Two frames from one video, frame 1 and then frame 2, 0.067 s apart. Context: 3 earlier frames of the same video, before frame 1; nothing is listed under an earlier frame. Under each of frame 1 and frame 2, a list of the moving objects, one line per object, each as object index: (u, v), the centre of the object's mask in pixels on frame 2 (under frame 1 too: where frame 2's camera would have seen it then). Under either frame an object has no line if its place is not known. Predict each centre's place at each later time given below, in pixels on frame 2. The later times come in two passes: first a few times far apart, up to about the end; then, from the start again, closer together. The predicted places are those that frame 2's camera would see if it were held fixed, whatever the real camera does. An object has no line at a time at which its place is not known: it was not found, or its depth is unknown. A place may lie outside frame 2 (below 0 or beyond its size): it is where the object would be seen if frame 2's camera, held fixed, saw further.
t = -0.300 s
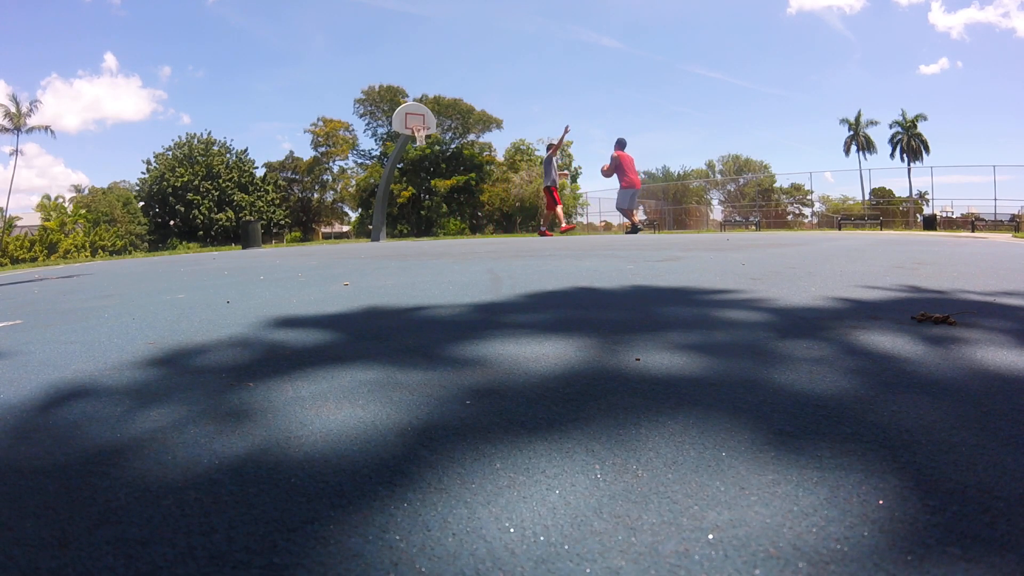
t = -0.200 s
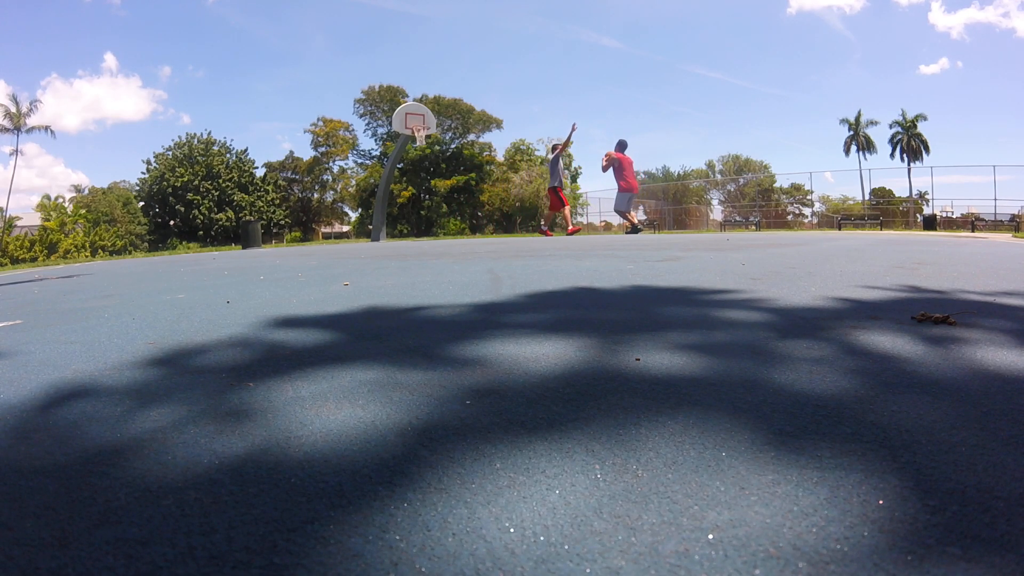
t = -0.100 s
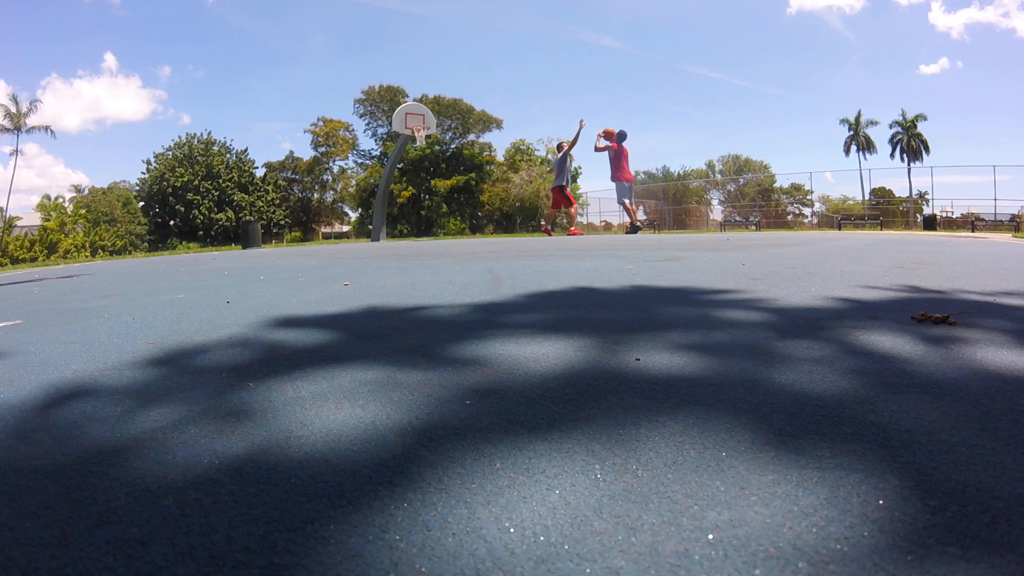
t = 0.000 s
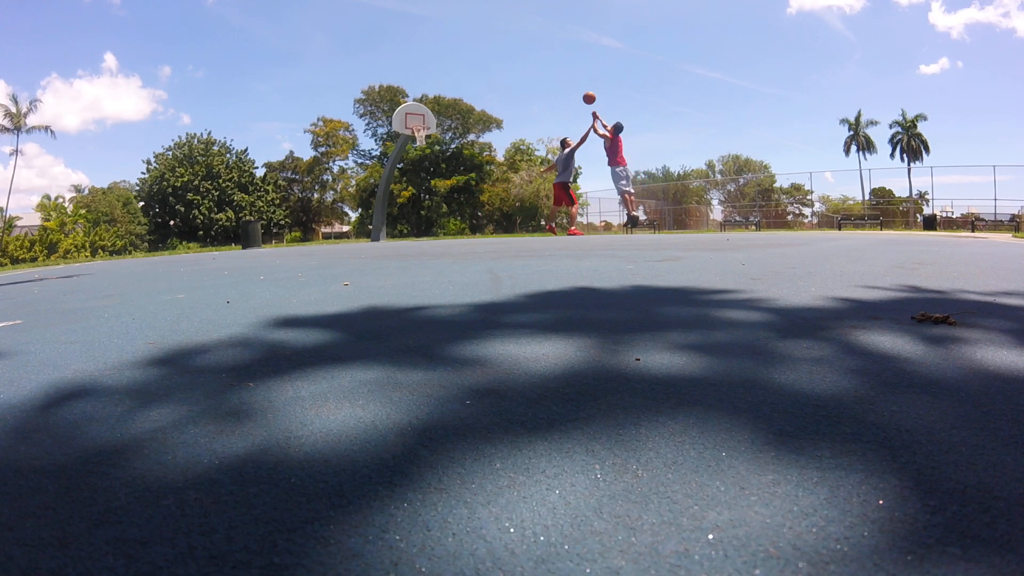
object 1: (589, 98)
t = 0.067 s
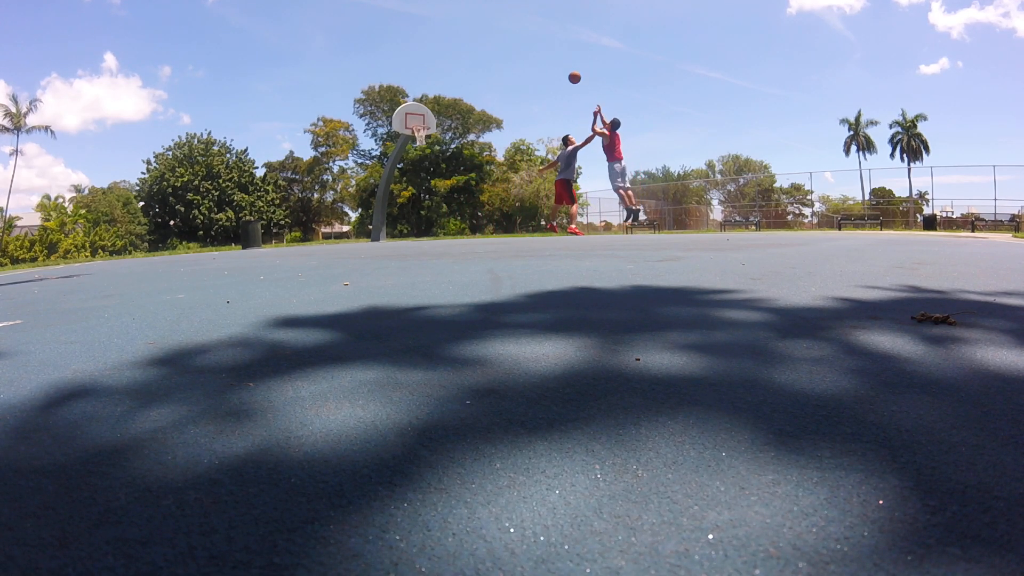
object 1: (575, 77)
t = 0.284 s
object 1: (534, 34)
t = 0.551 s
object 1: (496, 17)
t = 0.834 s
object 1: (464, 31)
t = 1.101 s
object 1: (439, 67)
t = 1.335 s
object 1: (420, 115)
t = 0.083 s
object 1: (571, 73)
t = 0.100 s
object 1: (568, 68)
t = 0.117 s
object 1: (564, 64)
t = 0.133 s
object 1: (561, 61)
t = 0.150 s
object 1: (558, 57)
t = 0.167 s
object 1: (555, 53)
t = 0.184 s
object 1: (552, 50)
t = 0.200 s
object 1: (549, 47)
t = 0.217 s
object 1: (546, 44)
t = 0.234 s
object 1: (543, 41)
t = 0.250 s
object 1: (540, 39)
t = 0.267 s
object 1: (537, 36)
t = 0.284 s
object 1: (534, 34)
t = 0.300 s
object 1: (532, 32)
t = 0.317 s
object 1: (529, 30)
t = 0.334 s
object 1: (526, 28)
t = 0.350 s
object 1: (524, 27)
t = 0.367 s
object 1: (521, 25)
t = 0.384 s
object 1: (519, 24)
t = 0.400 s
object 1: (516, 23)
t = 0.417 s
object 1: (514, 22)
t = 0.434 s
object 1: (512, 21)
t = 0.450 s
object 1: (509, 20)
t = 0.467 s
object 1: (507, 19)
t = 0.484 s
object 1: (505, 19)
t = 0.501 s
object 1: (502, 18)
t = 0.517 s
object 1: (500, 18)
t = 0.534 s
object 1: (498, 18)
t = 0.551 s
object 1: (496, 17)
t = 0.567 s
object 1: (494, 17)
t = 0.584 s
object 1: (492, 18)
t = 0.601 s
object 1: (490, 18)
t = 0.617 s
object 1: (488, 18)
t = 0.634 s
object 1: (486, 18)
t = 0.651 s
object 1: (484, 19)
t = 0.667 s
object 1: (482, 19)
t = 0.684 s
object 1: (480, 20)
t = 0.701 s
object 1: (478, 21)
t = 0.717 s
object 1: (476, 22)
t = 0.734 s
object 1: (474, 23)
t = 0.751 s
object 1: (473, 24)
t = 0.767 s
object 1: (471, 25)
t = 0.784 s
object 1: (469, 27)
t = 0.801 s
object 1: (467, 28)
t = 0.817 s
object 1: (466, 29)
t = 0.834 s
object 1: (464, 31)
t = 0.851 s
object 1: (462, 33)
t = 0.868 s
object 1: (460, 35)
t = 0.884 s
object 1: (459, 36)
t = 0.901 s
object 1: (457, 38)
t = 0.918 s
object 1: (455, 40)
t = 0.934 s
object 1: (454, 42)
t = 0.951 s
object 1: (452, 44)
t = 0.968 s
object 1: (451, 47)
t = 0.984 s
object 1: (449, 49)
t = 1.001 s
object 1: (447, 51)
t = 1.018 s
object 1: (446, 54)
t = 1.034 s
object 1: (445, 56)
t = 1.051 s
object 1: (443, 59)
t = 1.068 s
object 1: (442, 62)
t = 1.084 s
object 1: (440, 64)
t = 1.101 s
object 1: (439, 67)
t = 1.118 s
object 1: (437, 70)
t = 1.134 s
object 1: (436, 73)
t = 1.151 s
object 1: (435, 76)
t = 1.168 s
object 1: (433, 79)
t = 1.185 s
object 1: (432, 83)
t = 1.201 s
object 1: (430, 86)
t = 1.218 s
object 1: (429, 89)
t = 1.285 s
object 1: (424, 103)
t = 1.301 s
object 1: (423, 107)
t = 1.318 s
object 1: (422, 111)
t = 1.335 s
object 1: (420, 115)
